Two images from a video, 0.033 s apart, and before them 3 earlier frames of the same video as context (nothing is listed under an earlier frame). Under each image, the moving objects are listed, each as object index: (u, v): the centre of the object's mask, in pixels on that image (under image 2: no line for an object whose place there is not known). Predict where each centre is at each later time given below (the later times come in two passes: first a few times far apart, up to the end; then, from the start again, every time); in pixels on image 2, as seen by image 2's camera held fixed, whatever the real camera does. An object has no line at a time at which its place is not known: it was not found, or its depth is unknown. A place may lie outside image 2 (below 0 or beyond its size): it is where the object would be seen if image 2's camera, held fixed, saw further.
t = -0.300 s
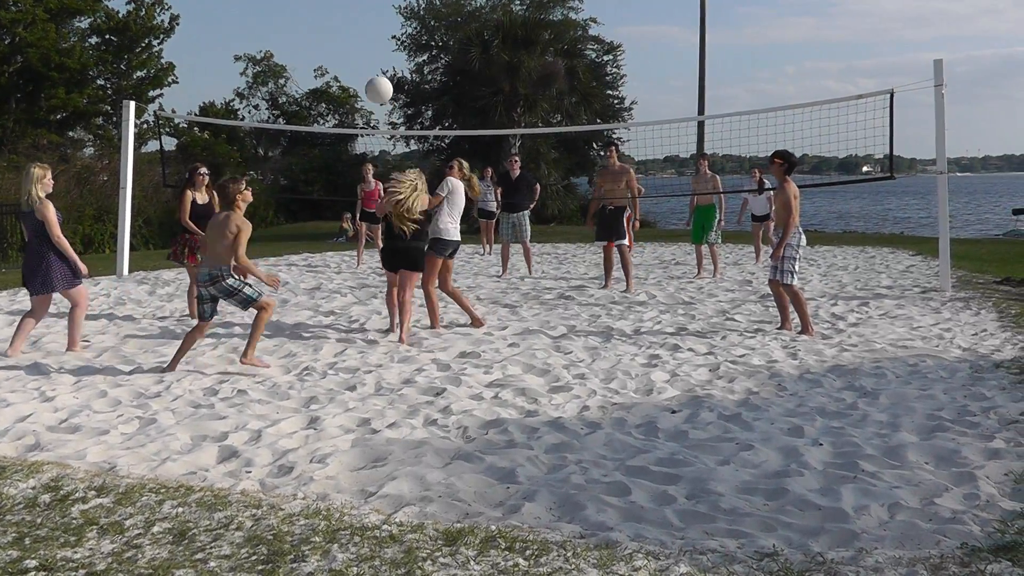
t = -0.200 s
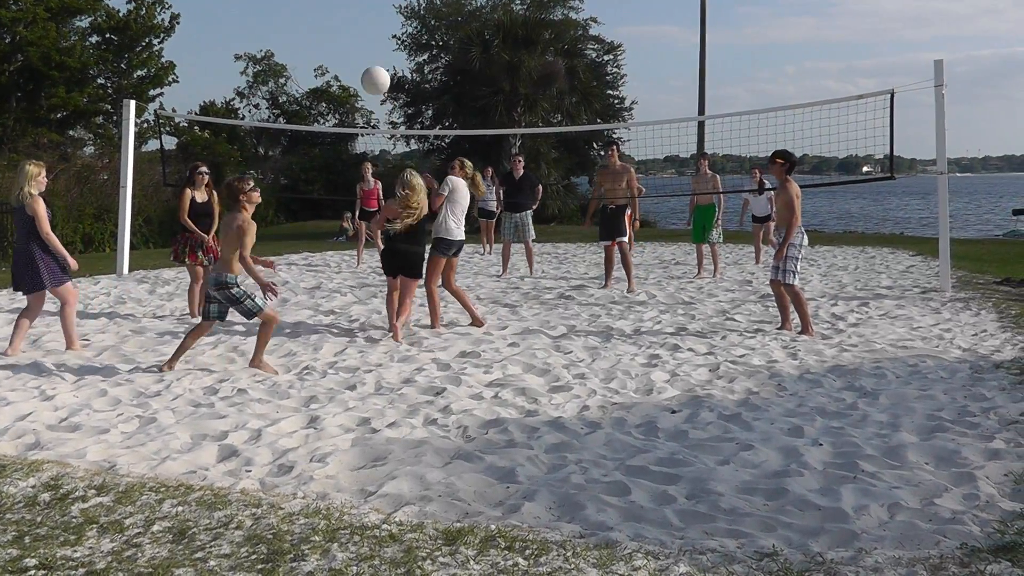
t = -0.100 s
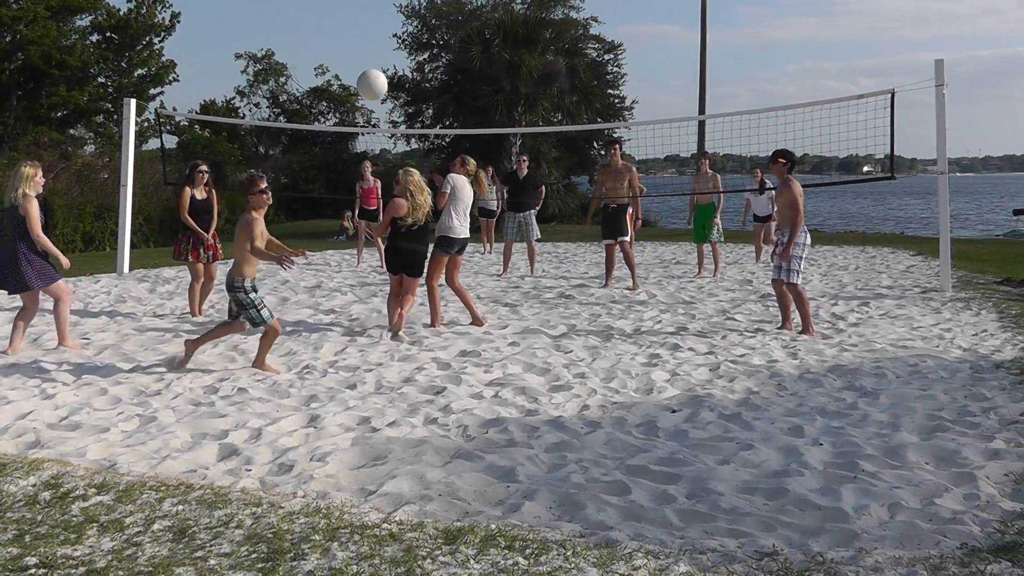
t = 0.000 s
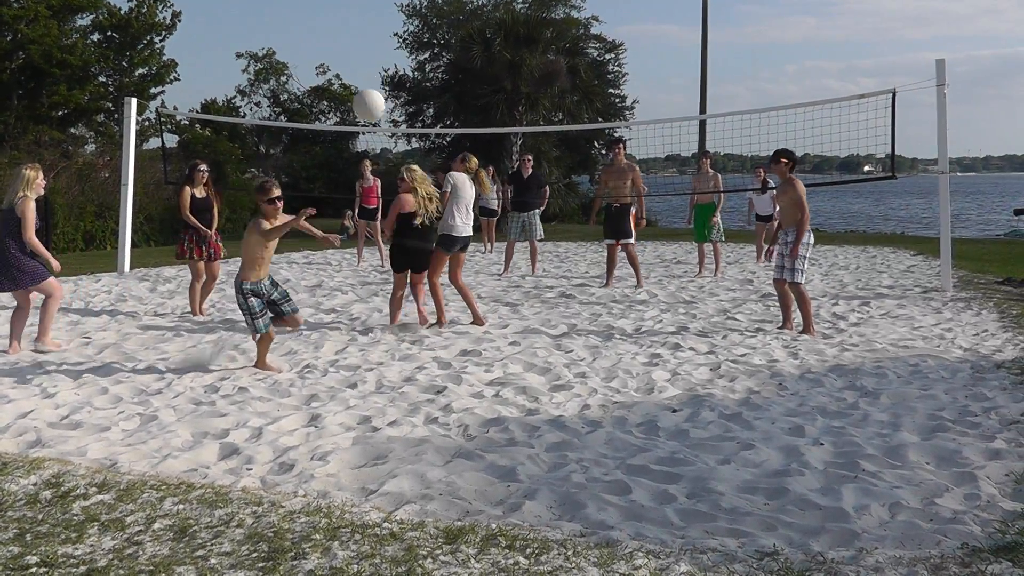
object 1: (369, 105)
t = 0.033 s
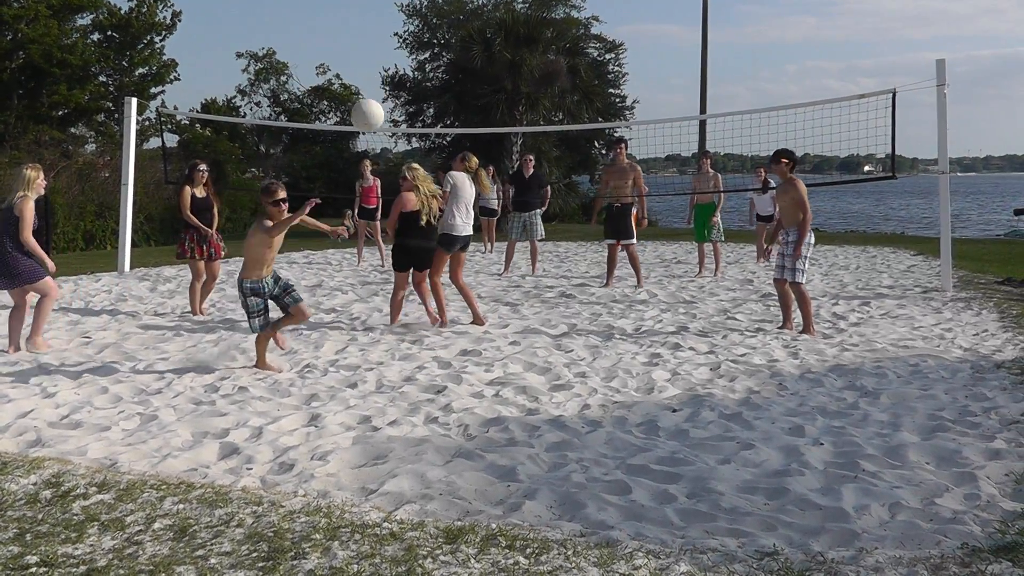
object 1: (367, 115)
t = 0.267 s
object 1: (358, 264)
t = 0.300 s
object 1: (356, 297)
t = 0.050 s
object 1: (367, 121)
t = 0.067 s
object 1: (366, 128)
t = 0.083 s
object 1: (366, 137)
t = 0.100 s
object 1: (365, 145)
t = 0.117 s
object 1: (364, 154)
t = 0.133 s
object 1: (363, 163)
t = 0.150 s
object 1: (362, 173)
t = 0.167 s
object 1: (362, 183)
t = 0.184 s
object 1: (361, 195)
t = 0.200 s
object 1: (361, 208)
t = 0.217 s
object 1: (360, 221)
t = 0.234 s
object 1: (359, 235)
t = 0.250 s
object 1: (359, 249)
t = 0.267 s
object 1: (358, 264)
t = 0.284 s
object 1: (357, 280)
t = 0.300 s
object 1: (356, 297)
